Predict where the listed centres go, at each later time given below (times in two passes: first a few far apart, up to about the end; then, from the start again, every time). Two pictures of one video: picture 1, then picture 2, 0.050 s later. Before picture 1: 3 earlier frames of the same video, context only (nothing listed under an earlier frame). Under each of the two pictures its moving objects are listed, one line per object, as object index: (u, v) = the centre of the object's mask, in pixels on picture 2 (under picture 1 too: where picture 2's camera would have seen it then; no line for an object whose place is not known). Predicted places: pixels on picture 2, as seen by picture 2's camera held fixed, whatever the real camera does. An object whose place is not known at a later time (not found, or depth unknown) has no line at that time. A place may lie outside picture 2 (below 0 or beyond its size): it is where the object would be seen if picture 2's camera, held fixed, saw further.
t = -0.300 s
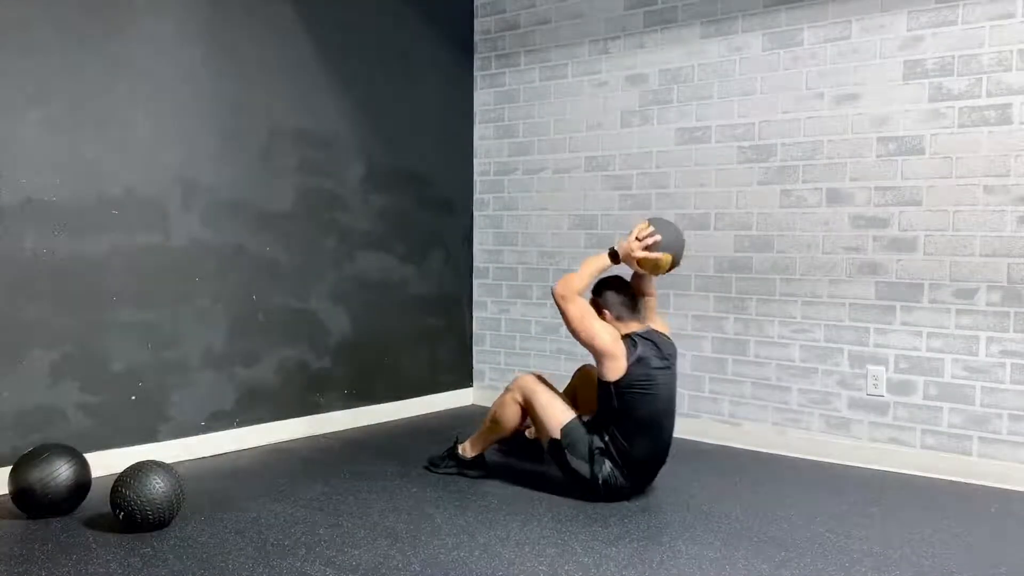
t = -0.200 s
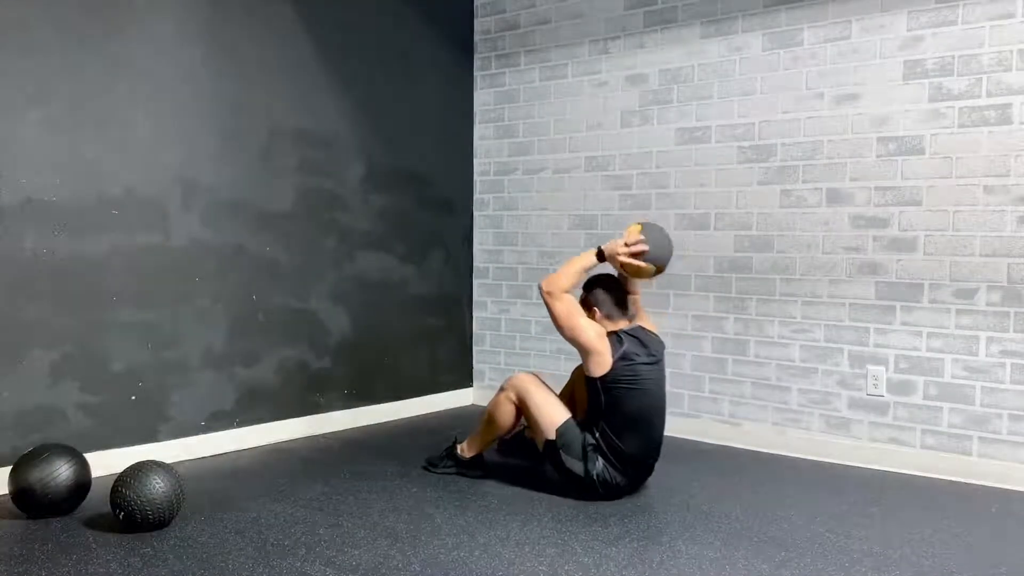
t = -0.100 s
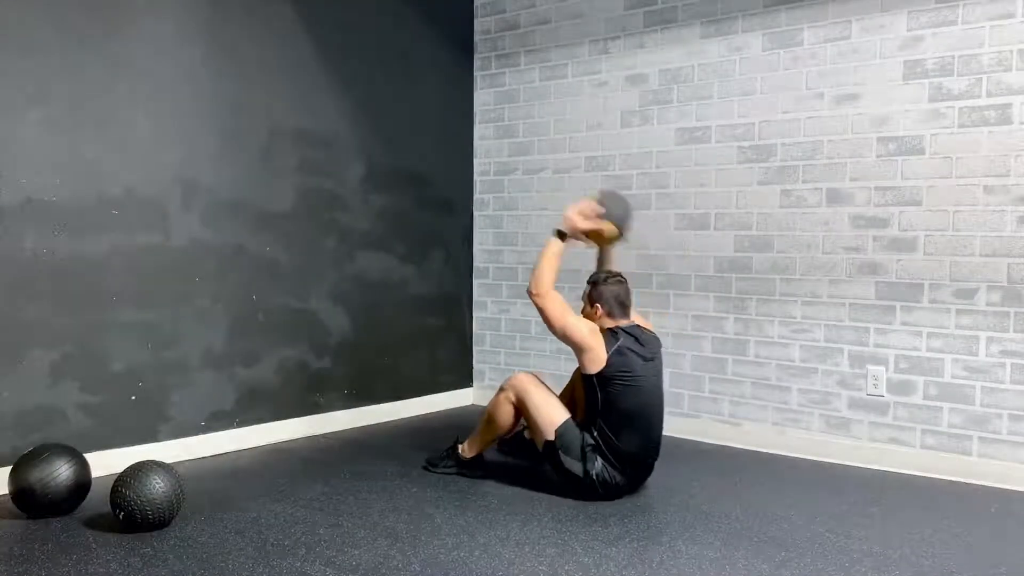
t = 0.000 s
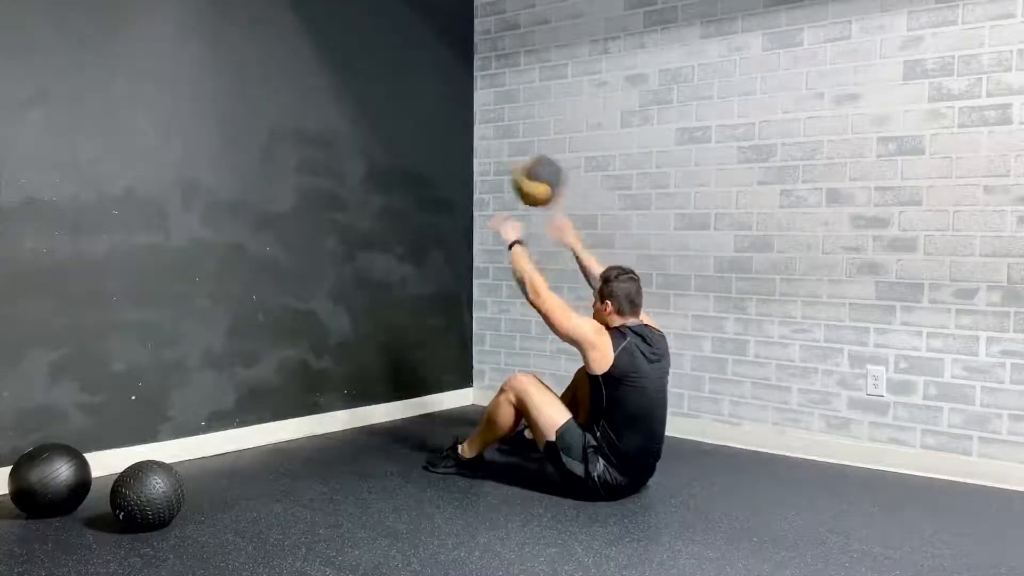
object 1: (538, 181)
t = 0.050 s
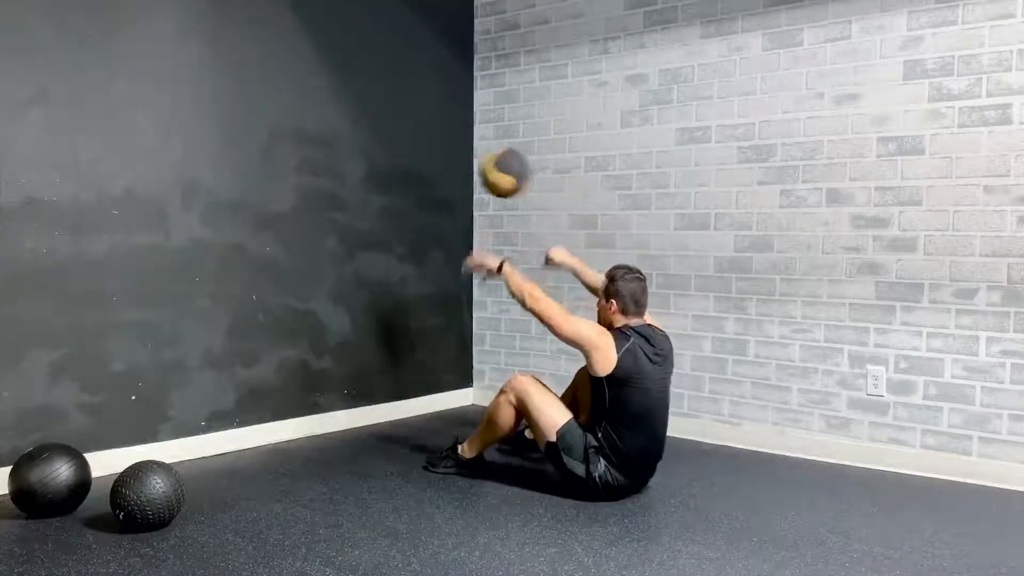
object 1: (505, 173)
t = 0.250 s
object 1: (389, 191)
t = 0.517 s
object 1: (421, 295)
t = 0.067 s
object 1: (493, 171)
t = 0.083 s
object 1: (482, 169)
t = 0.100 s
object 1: (472, 169)
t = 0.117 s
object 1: (462, 169)
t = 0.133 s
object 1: (452, 169)
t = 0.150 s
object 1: (443, 171)
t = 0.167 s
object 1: (433, 173)
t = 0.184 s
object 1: (423, 175)
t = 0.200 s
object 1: (414, 178)
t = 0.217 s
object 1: (406, 182)
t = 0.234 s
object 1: (397, 186)
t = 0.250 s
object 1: (389, 191)
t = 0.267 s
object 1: (379, 195)
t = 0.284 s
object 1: (369, 201)
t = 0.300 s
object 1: (362, 206)
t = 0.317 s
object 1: (353, 212)
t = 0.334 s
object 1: (346, 218)
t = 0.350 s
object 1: (354, 223)
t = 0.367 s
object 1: (364, 229)
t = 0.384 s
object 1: (369, 234)
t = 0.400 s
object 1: (375, 240)
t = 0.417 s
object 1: (381, 247)
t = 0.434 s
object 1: (387, 253)
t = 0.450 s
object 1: (394, 260)
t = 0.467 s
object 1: (401, 269)
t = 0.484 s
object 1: (407, 277)
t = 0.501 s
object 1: (414, 286)
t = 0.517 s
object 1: (421, 295)
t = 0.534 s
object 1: (428, 307)
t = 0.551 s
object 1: (434, 318)
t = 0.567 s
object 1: (442, 331)
